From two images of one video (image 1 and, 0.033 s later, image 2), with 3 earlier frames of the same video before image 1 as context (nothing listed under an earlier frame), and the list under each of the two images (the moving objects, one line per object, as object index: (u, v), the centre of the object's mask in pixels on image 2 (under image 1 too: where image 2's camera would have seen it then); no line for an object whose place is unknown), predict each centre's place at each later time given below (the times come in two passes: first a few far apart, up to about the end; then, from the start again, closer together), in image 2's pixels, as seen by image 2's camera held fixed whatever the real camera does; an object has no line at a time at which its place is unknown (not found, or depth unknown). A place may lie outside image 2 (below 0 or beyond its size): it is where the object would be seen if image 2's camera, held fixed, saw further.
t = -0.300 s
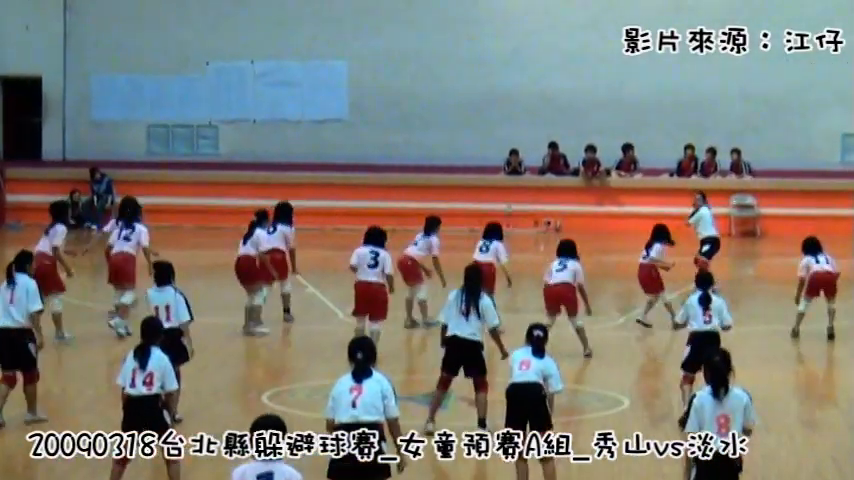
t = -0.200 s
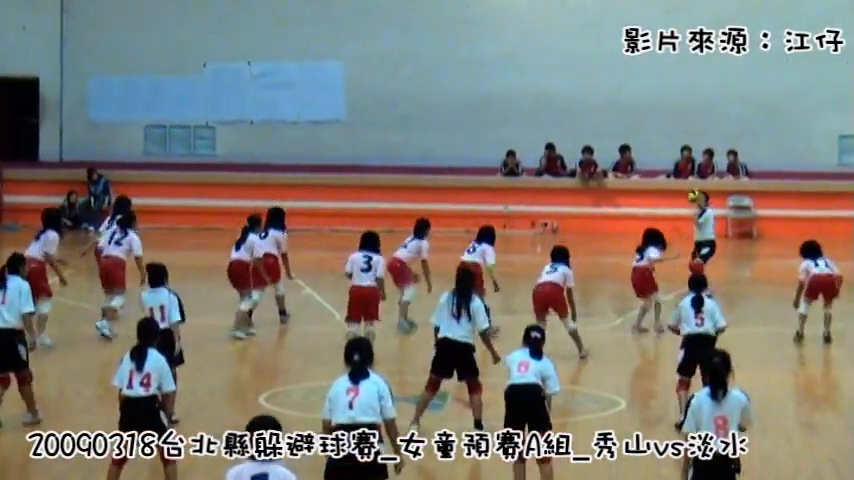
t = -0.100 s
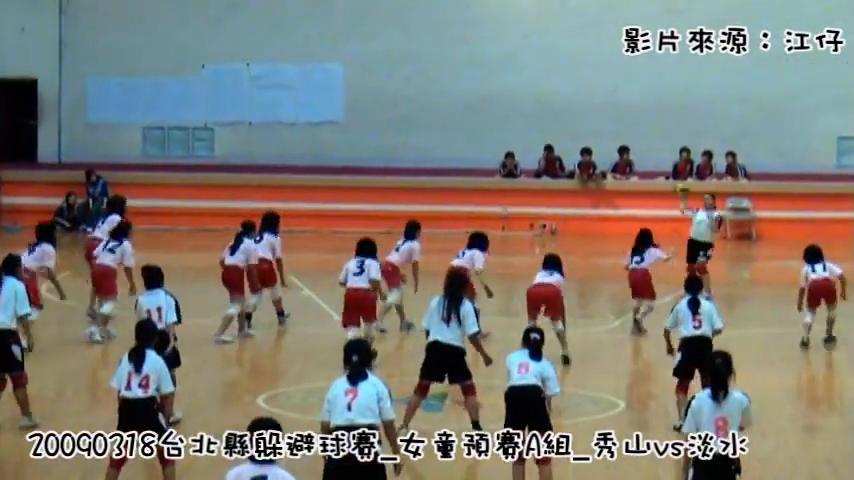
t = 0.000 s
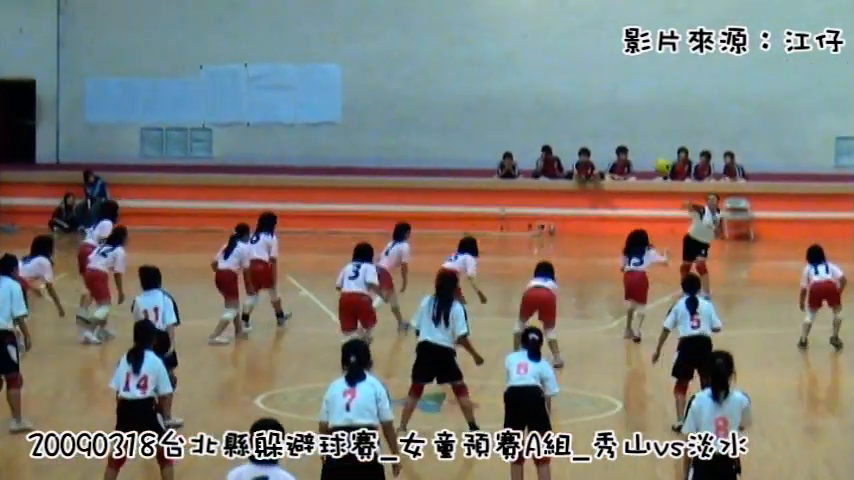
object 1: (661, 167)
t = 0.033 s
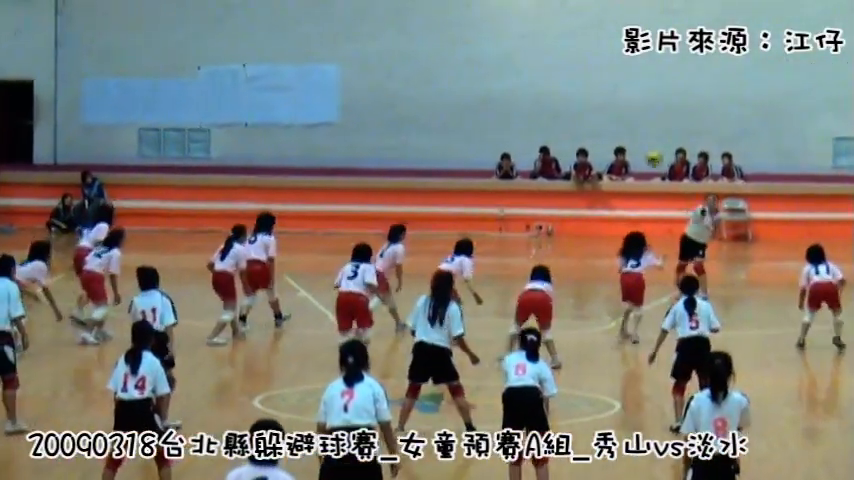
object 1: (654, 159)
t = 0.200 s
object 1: (623, 127)
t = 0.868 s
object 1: (485, 153)
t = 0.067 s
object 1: (649, 152)
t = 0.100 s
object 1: (642, 145)
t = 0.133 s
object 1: (636, 137)
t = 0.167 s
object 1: (630, 132)
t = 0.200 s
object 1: (623, 127)
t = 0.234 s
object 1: (617, 121)
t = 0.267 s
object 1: (607, 118)
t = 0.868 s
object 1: (485, 153)
